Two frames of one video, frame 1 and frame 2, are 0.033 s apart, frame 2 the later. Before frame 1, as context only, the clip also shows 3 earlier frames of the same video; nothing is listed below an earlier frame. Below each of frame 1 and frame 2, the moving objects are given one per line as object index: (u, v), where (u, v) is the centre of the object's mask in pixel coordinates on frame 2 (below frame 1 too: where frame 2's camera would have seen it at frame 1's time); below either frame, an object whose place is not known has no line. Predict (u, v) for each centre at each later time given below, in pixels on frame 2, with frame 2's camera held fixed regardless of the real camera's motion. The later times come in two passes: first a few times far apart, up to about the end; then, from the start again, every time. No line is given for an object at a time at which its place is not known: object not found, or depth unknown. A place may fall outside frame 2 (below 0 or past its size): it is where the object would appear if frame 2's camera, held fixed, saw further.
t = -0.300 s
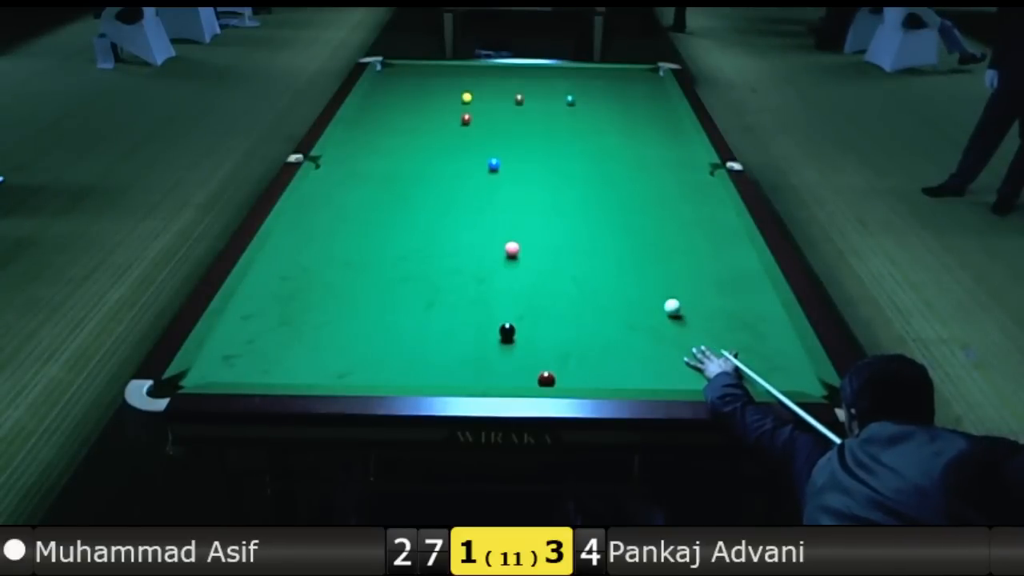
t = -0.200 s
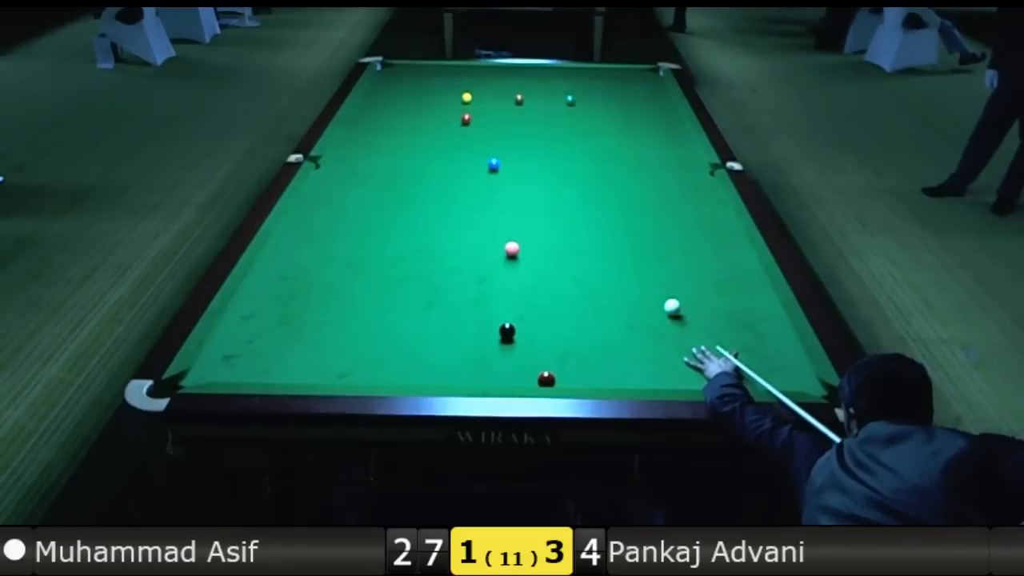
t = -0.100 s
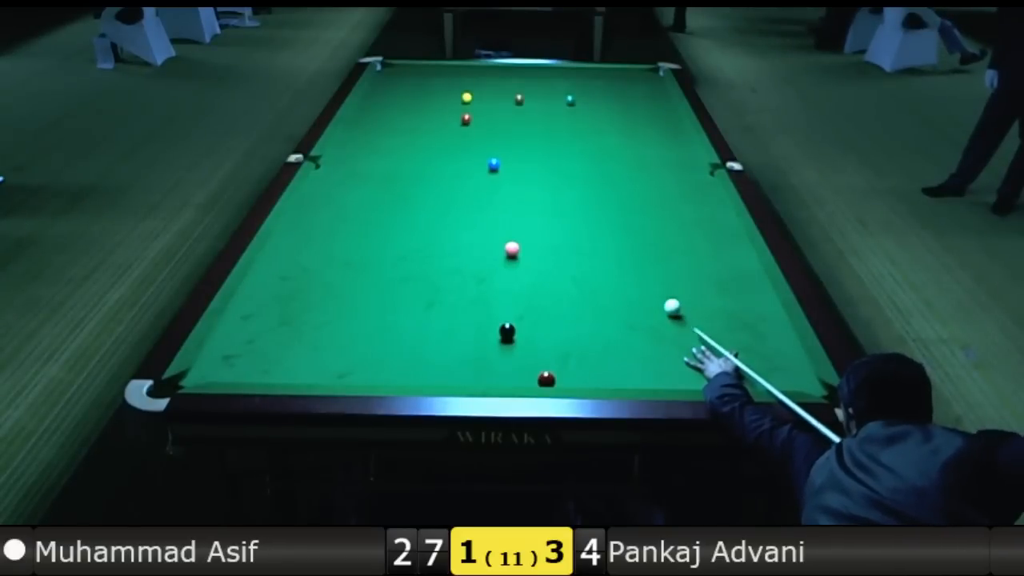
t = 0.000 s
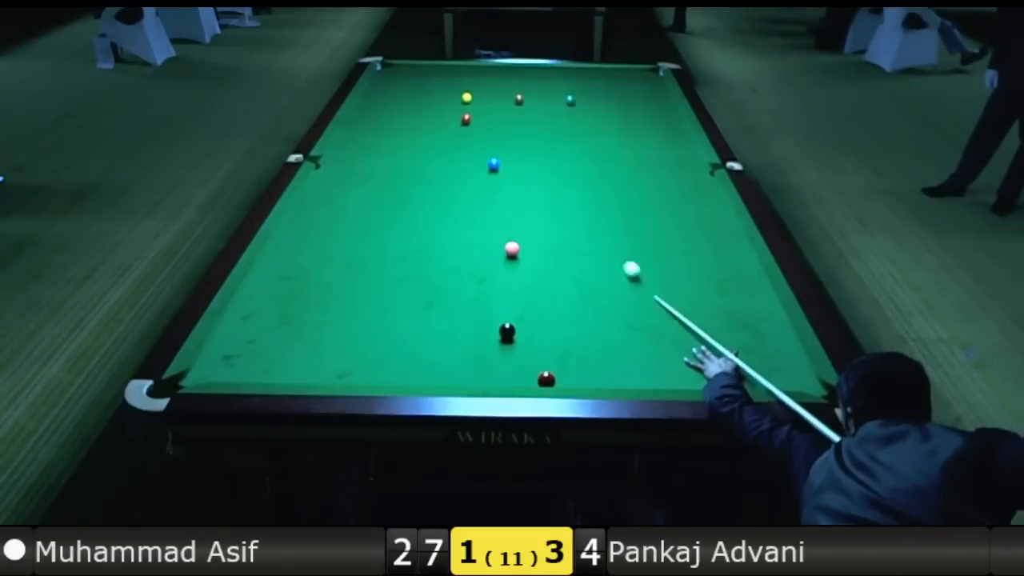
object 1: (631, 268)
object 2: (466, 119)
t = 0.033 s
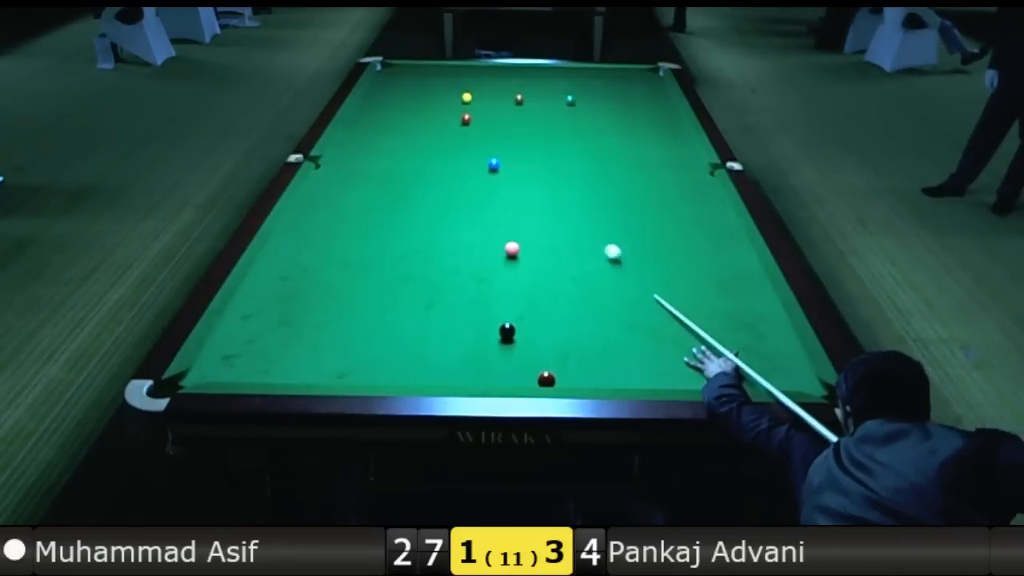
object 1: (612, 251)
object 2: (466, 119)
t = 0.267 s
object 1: (517, 164)
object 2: (466, 119)
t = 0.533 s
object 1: (475, 119)
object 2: (445, 106)
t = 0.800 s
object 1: (486, 115)
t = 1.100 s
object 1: (498, 110)
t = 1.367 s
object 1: (507, 106)
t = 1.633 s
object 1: (515, 103)
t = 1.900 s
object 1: (522, 101)
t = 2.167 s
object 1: (529, 100)
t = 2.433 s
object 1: (534, 100)
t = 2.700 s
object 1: (539, 99)
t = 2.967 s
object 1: (542, 99)
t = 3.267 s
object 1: (545, 99)
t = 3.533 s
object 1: (547, 99)
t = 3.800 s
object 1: (547, 99)
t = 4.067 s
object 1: (547, 99)
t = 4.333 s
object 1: (547, 99)
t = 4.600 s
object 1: (547, 99)
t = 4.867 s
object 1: (547, 99)
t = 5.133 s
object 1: (547, 99)
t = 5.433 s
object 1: (547, 99)
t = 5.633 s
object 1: (547, 99)
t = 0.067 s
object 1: (595, 235)
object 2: (466, 119)
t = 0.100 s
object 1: (579, 221)
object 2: (466, 119)
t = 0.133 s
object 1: (565, 207)
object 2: (466, 119)
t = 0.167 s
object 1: (551, 195)
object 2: (466, 119)
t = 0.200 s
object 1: (539, 184)
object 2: (466, 119)
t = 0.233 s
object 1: (528, 173)
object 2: (466, 119)
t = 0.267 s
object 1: (517, 164)
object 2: (466, 119)
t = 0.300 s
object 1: (508, 155)
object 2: (466, 119)
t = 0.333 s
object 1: (499, 146)
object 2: (466, 119)
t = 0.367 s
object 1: (490, 138)
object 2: (466, 119)
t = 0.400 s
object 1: (482, 131)
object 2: (466, 118)
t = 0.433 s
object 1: (475, 125)
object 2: (466, 118)
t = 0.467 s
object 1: (471, 121)
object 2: (462, 116)
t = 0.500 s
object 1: (474, 120)
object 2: (453, 111)
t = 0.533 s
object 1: (475, 119)
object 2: (445, 106)
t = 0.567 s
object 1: (477, 119)
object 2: (438, 101)
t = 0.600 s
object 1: (478, 118)
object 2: (431, 97)
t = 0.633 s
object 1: (479, 118)
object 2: (424, 93)
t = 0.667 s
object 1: (481, 117)
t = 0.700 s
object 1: (482, 116)
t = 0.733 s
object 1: (484, 116)
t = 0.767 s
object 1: (485, 115)
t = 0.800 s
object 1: (486, 115)
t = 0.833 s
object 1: (488, 114)
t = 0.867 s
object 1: (489, 114)
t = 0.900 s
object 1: (490, 113)
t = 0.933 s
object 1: (492, 113)
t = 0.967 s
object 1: (493, 112)
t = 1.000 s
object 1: (494, 112)
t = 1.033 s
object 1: (495, 111)
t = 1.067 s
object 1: (496, 111)
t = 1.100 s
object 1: (498, 110)
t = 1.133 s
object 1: (499, 110)
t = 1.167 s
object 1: (500, 109)
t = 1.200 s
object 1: (501, 109)
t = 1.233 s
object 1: (502, 108)
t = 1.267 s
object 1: (504, 108)
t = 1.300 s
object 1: (505, 107)
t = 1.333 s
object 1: (506, 107)
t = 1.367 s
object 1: (507, 106)
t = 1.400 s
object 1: (508, 106)
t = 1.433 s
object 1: (509, 105)
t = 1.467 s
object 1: (510, 105)
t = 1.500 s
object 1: (511, 105)
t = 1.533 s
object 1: (512, 104)
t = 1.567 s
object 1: (513, 104)
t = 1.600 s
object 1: (514, 103)
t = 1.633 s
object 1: (515, 103)
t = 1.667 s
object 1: (516, 103)
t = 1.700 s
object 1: (517, 102)
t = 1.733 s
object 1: (518, 101)
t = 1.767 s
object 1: (519, 101)
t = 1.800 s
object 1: (520, 101)
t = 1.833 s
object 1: (520, 101)
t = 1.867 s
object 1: (521, 101)
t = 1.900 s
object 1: (522, 101)
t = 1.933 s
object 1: (523, 101)
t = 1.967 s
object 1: (524, 101)
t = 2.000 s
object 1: (525, 101)
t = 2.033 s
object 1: (526, 101)
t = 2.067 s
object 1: (526, 101)
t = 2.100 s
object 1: (527, 100)
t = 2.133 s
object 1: (528, 100)
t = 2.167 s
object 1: (529, 100)
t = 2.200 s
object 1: (529, 100)
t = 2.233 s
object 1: (530, 100)
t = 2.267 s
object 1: (531, 100)
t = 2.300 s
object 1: (532, 100)
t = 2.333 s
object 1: (532, 100)
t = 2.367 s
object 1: (533, 100)
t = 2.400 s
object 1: (533, 100)
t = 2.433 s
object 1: (534, 100)
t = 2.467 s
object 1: (535, 100)
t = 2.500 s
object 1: (535, 100)
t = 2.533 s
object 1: (536, 100)
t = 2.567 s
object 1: (536, 100)
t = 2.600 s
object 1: (537, 100)
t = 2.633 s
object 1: (538, 100)
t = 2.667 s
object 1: (538, 100)
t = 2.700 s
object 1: (539, 99)
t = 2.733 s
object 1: (539, 99)
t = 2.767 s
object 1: (540, 99)
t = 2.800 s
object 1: (540, 99)
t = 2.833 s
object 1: (540, 99)
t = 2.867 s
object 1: (541, 99)
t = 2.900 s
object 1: (541, 99)
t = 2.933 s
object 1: (542, 99)
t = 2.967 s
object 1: (542, 99)
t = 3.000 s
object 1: (543, 99)
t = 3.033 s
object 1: (543, 99)
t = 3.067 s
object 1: (543, 99)
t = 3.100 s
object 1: (544, 99)
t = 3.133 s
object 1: (544, 99)
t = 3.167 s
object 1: (544, 99)
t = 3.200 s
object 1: (545, 99)
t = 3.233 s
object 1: (545, 99)
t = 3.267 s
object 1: (545, 99)
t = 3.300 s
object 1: (545, 99)
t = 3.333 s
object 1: (546, 99)
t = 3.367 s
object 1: (546, 99)
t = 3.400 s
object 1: (546, 99)
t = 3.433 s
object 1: (546, 99)
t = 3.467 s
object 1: (546, 99)
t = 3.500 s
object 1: (547, 99)
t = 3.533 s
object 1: (547, 99)
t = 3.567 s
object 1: (547, 99)
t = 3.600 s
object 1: (547, 99)
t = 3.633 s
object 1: (547, 99)
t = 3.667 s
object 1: (547, 99)
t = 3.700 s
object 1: (547, 99)
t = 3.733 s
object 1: (547, 99)
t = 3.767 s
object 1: (547, 99)
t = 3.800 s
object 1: (547, 99)
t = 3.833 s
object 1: (547, 99)
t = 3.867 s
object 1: (547, 99)
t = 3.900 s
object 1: (547, 99)
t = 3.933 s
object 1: (547, 99)
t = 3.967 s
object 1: (547, 99)
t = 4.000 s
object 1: (547, 99)
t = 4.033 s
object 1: (547, 99)
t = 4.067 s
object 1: (547, 99)
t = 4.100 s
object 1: (547, 99)
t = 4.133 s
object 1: (547, 99)
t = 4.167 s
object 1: (547, 99)
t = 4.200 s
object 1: (547, 99)
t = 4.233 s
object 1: (547, 99)
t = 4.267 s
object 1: (547, 99)
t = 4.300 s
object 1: (547, 99)
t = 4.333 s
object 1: (547, 99)
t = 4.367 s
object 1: (547, 99)
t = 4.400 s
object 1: (547, 99)
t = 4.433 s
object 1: (547, 99)
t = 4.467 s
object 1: (547, 99)
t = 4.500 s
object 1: (547, 99)
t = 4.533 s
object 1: (547, 99)
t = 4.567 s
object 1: (547, 99)
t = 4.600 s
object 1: (547, 99)
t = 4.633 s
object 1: (547, 99)
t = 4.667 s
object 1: (547, 99)
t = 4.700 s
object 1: (547, 99)
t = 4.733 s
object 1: (547, 99)
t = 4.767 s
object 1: (547, 99)
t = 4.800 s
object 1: (547, 99)
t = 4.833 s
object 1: (547, 99)
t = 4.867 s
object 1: (547, 99)
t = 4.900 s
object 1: (547, 99)
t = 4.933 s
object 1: (547, 99)
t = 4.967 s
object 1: (547, 99)
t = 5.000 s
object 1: (547, 99)
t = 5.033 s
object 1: (547, 99)
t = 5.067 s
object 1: (547, 99)
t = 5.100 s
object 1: (547, 99)
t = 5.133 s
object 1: (547, 99)
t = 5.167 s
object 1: (547, 99)
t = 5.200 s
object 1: (547, 99)
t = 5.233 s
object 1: (547, 99)
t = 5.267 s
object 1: (547, 99)
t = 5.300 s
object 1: (547, 99)
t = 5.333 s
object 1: (547, 99)
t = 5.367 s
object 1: (547, 99)
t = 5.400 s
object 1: (547, 99)
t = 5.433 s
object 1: (547, 99)
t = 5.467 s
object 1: (547, 99)
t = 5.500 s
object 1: (547, 99)
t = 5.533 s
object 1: (547, 99)
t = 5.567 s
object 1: (547, 99)
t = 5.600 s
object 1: (547, 99)
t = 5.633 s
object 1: (547, 99)
